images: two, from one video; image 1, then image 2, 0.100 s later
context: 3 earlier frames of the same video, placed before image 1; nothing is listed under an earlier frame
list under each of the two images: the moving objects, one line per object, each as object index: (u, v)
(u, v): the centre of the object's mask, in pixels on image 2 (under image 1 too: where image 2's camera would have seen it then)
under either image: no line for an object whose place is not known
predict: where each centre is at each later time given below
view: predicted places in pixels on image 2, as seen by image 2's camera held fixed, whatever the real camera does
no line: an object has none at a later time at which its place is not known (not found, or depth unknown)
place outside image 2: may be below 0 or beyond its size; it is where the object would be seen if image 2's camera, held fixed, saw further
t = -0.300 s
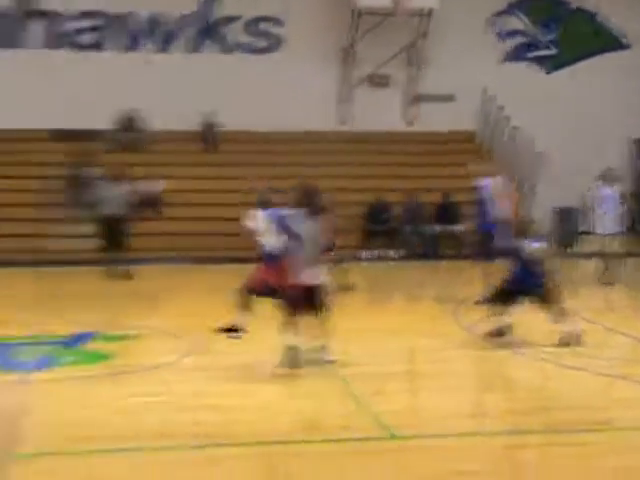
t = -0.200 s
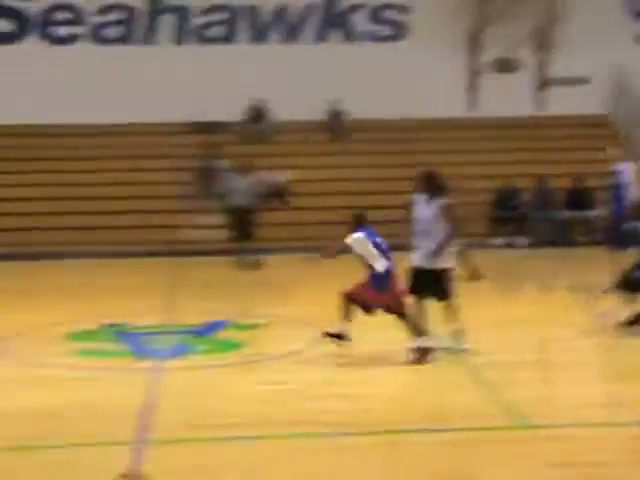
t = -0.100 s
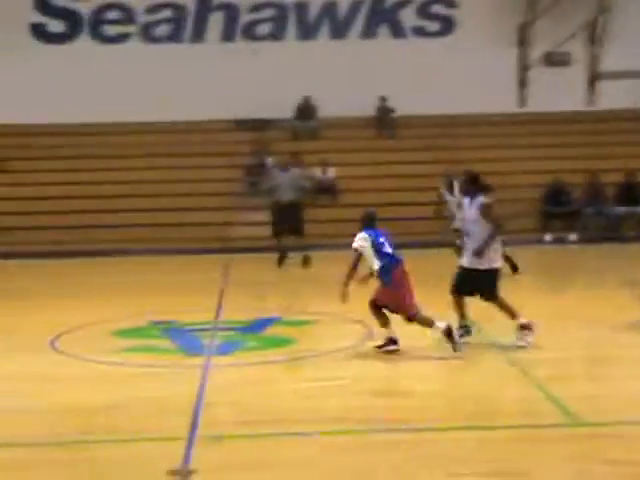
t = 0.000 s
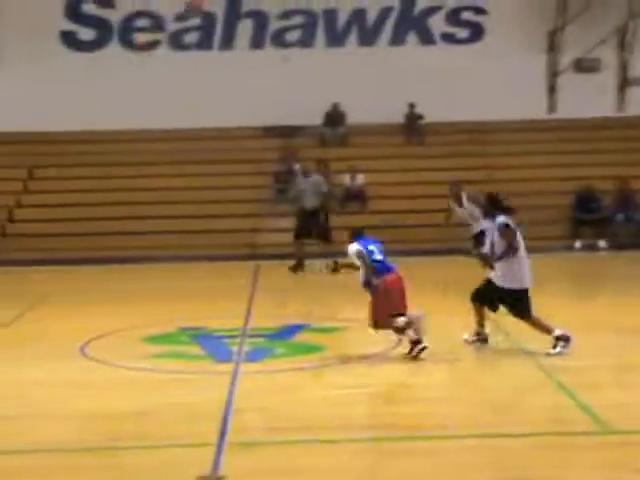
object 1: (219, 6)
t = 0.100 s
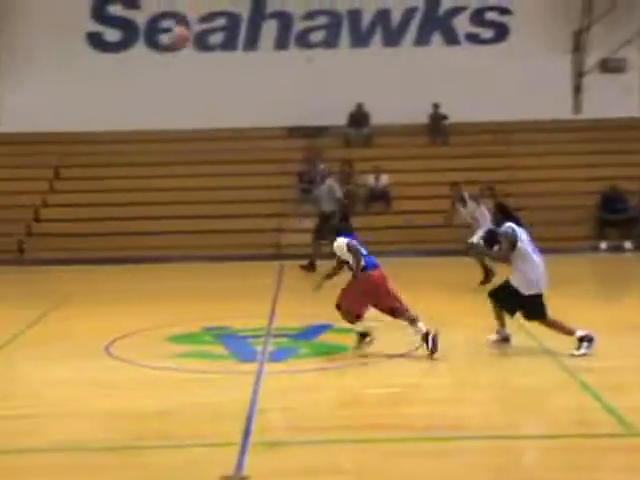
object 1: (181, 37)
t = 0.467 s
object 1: (56, 205)
